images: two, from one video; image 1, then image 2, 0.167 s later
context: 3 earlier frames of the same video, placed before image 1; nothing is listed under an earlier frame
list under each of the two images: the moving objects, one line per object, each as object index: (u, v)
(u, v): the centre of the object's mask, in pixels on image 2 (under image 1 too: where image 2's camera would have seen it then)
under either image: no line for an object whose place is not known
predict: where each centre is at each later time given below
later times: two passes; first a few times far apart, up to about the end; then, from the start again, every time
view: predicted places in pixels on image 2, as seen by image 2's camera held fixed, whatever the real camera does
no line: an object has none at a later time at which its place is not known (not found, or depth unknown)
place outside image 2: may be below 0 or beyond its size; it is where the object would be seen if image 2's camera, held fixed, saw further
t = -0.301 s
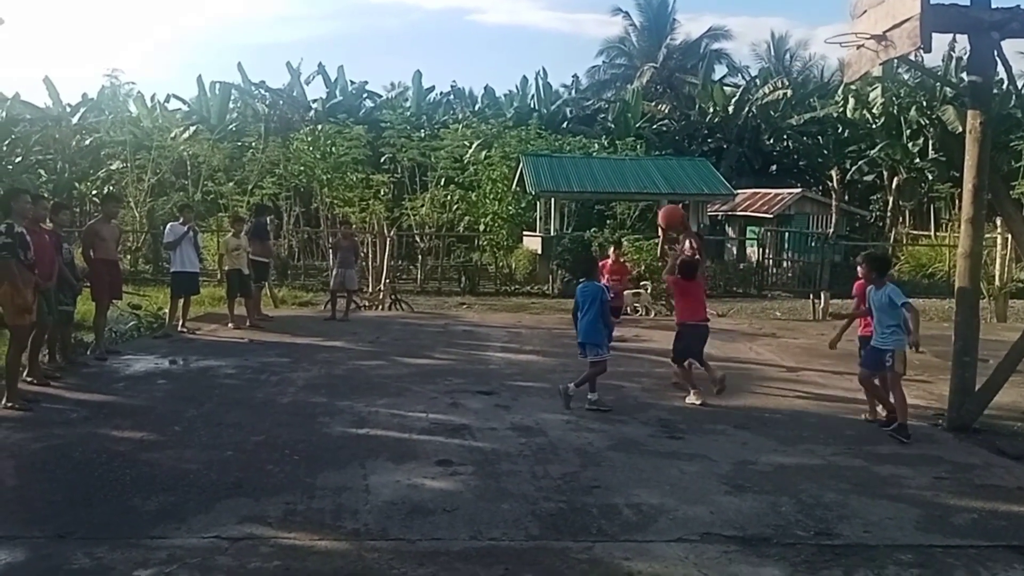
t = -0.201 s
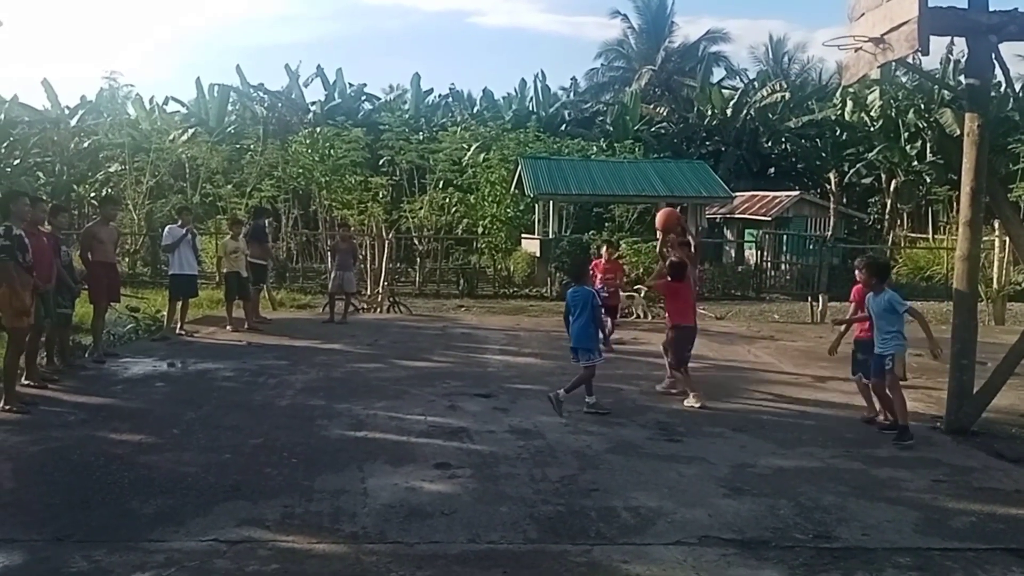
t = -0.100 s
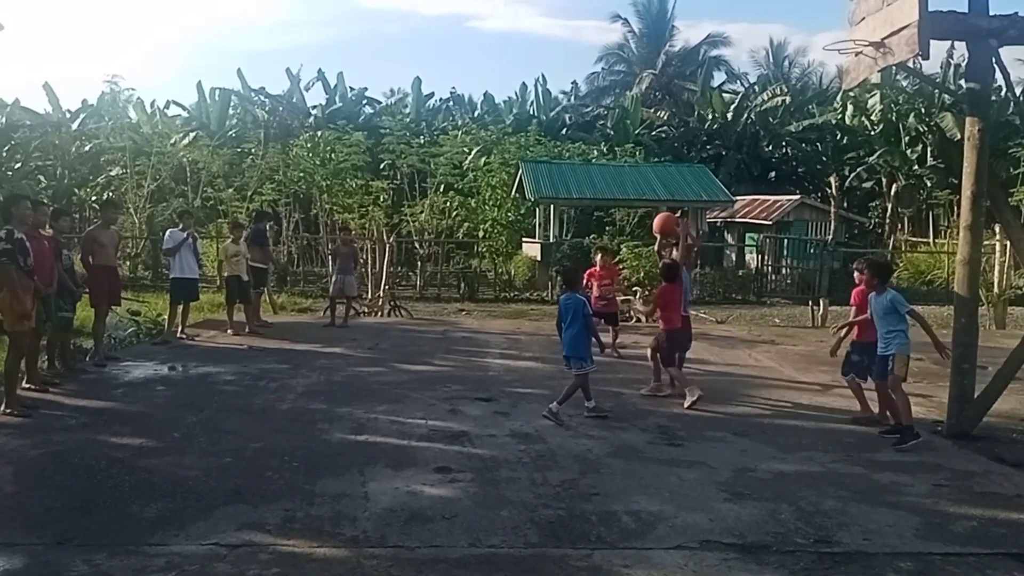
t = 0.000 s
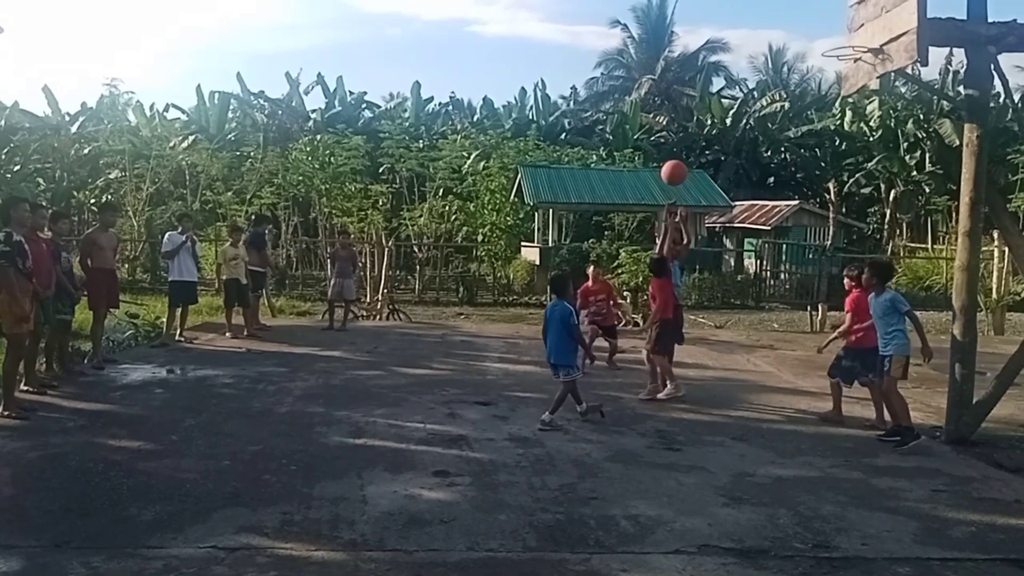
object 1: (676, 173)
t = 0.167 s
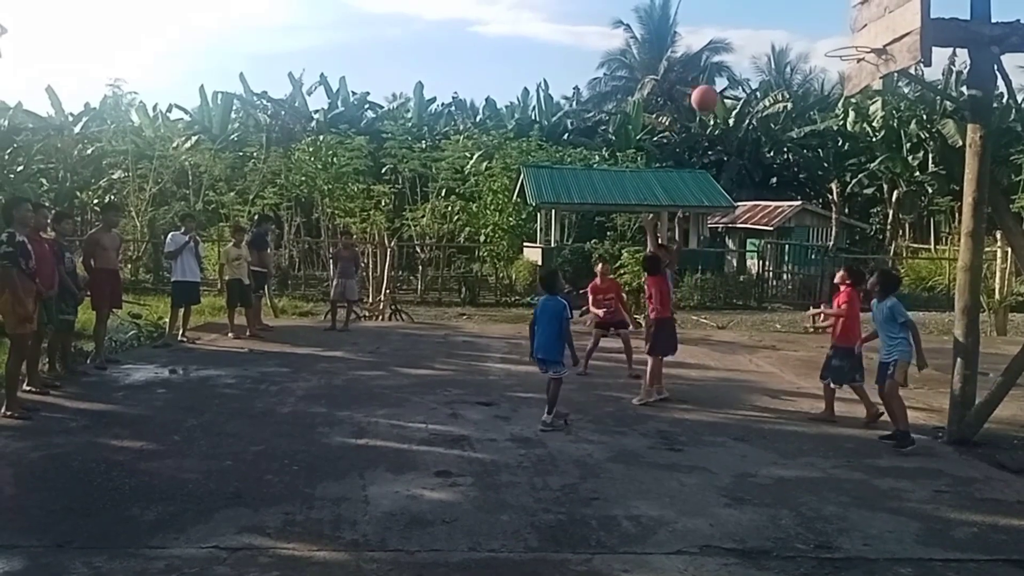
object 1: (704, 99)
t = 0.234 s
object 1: (716, 76)
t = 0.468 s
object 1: (756, 34)
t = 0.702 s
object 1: (795, 53)
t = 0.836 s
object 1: (816, 96)
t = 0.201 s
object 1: (710, 87)
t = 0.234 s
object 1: (716, 76)
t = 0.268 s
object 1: (721, 66)
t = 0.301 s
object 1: (727, 58)
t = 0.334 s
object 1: (733, 51)
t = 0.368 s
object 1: (739, 45)
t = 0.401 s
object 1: (745, 40)
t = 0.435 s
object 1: (750, 37)
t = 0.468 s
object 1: (756, 34)
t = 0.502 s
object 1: (762, 33)
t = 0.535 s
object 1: (768, 33)
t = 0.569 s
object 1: (774, 34)
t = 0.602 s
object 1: (779, 37)
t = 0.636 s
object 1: (784, 41)
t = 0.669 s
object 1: (789, 47)
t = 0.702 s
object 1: (795, 53)
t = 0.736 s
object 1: (800, 62)
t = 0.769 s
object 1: (805, 72)
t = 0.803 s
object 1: (811, 83)
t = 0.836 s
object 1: (816, 96)
